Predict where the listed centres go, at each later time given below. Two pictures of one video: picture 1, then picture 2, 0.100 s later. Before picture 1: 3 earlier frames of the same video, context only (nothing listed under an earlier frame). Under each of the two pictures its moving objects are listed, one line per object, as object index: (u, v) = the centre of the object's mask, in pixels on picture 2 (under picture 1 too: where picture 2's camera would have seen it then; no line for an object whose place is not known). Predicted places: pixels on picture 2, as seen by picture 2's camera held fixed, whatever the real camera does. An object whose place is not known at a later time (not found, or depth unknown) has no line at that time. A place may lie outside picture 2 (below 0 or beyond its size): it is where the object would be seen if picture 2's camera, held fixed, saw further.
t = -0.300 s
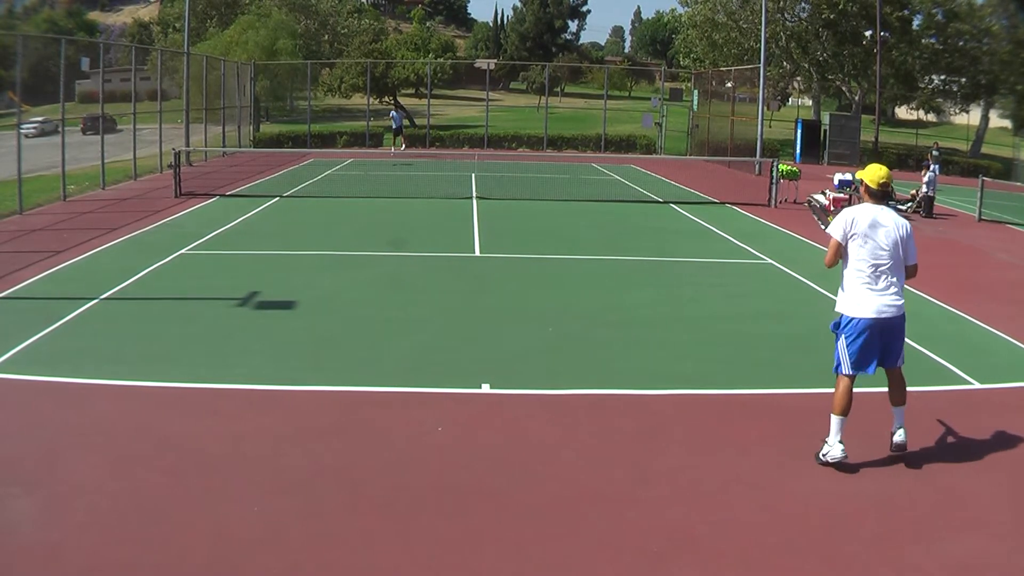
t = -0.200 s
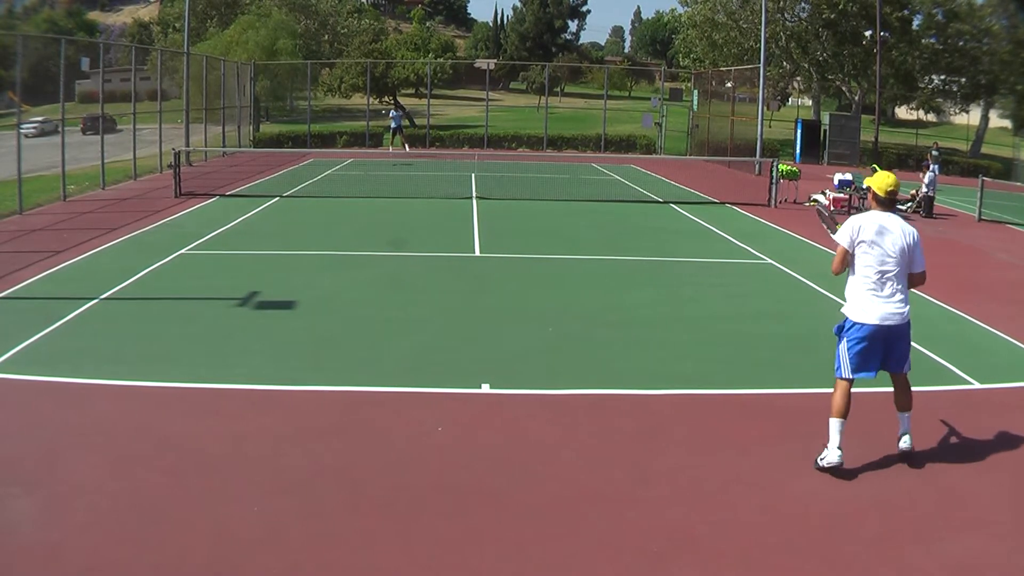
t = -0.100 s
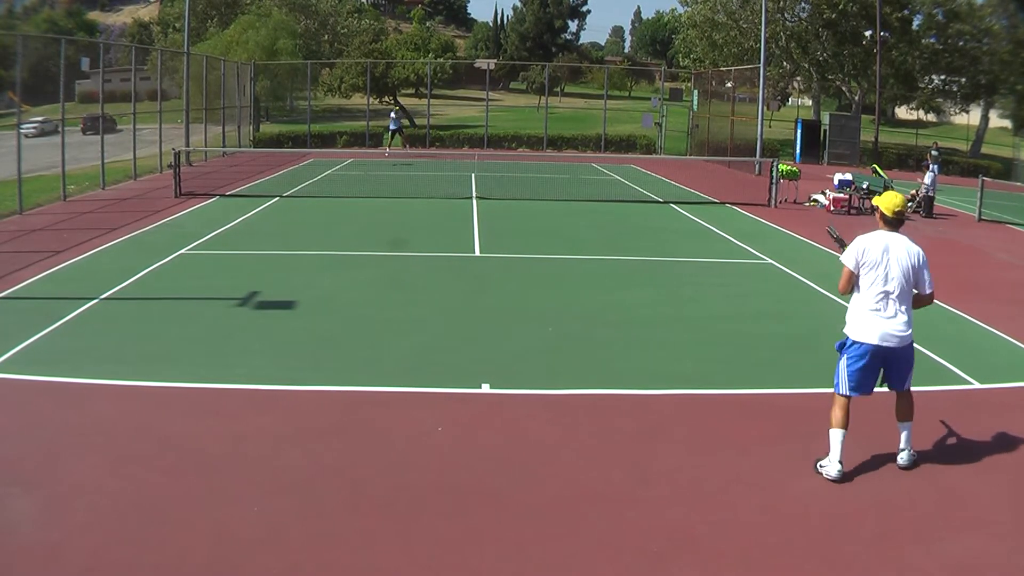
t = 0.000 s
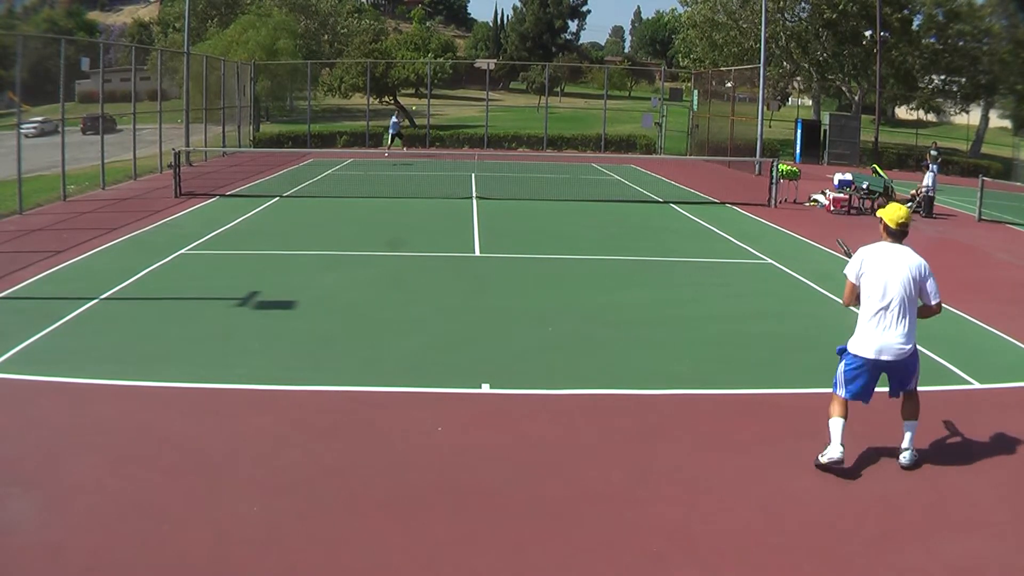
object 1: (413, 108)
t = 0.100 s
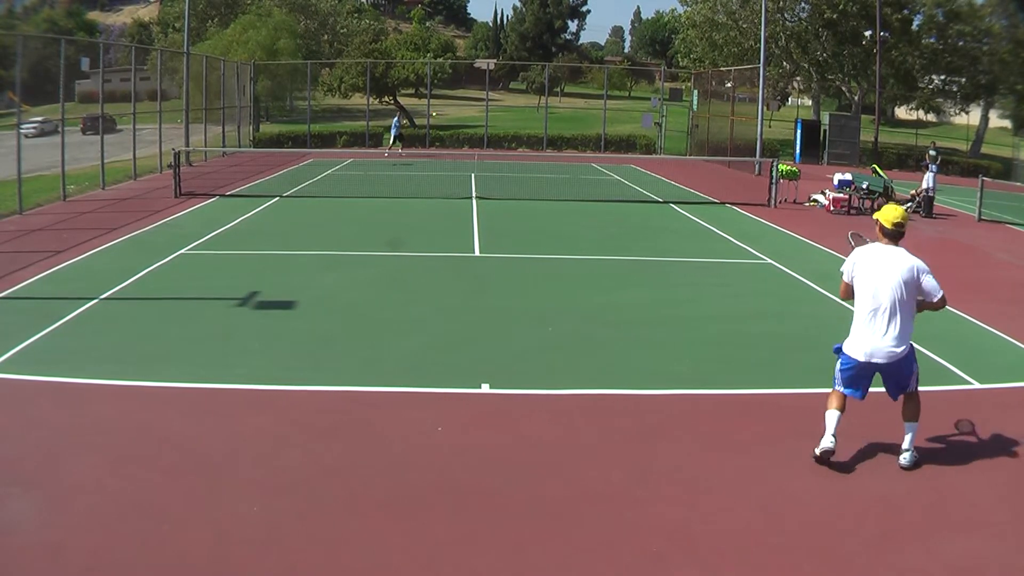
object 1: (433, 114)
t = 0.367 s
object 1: (513, 174)
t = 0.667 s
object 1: (668, 268)
